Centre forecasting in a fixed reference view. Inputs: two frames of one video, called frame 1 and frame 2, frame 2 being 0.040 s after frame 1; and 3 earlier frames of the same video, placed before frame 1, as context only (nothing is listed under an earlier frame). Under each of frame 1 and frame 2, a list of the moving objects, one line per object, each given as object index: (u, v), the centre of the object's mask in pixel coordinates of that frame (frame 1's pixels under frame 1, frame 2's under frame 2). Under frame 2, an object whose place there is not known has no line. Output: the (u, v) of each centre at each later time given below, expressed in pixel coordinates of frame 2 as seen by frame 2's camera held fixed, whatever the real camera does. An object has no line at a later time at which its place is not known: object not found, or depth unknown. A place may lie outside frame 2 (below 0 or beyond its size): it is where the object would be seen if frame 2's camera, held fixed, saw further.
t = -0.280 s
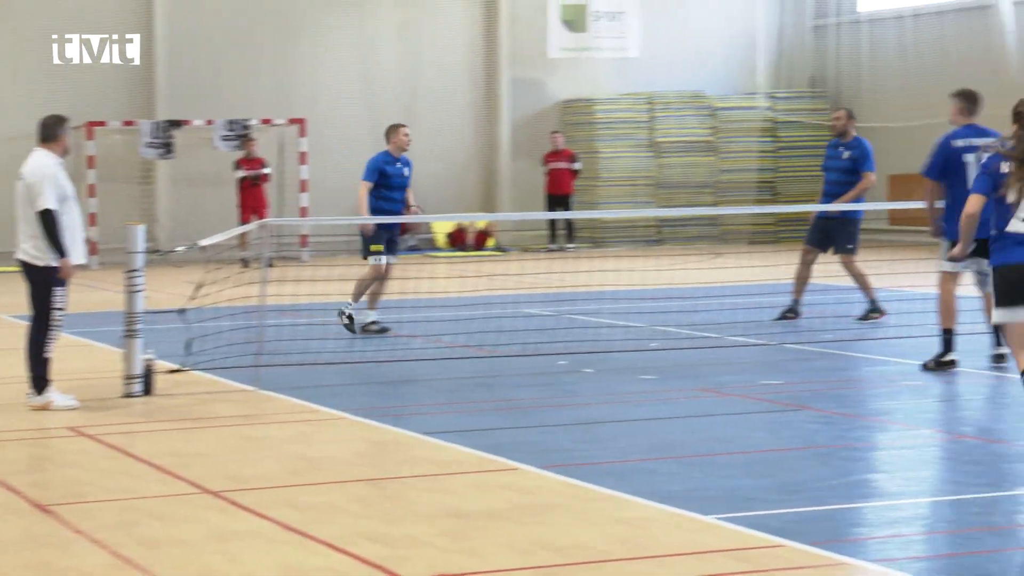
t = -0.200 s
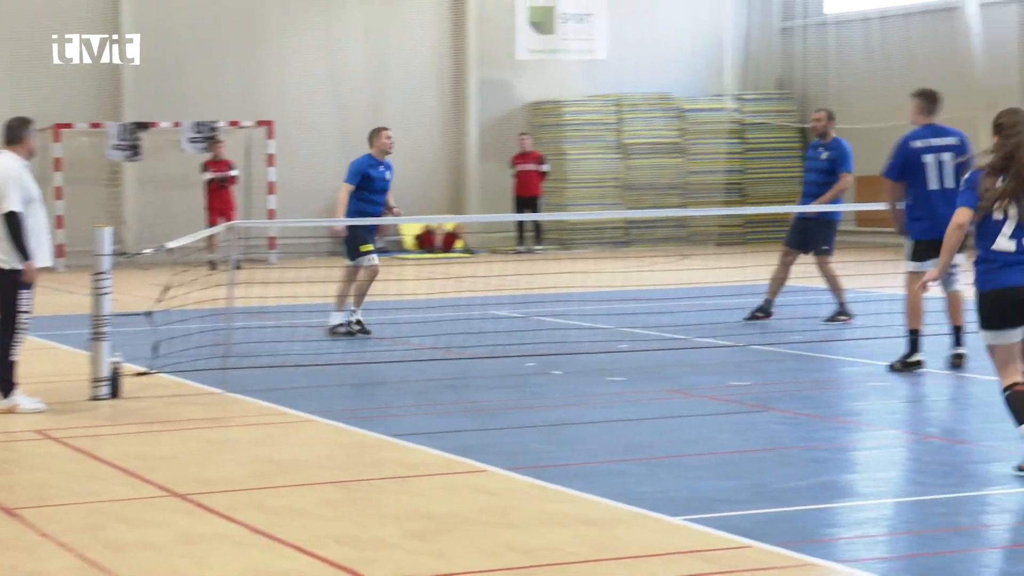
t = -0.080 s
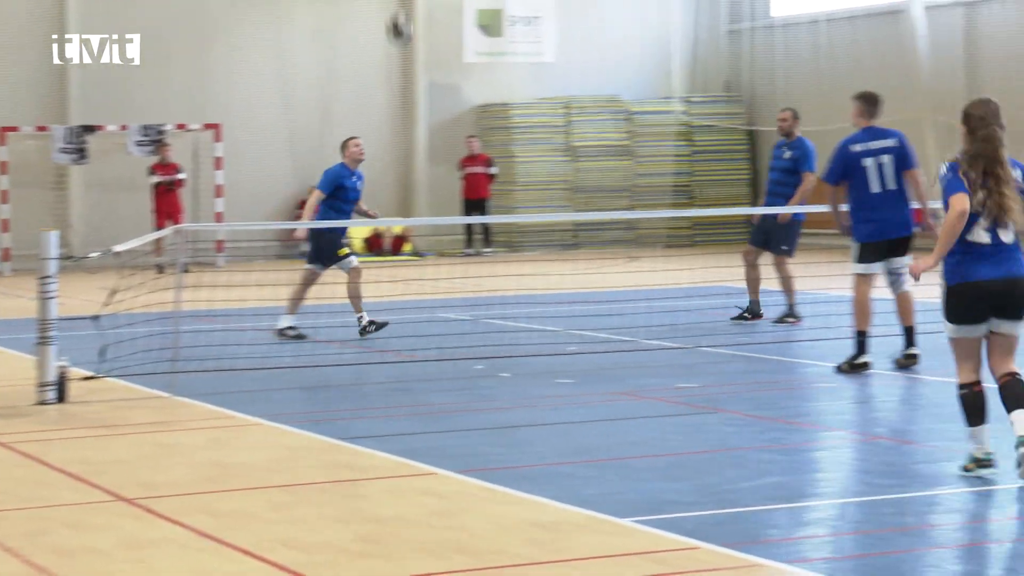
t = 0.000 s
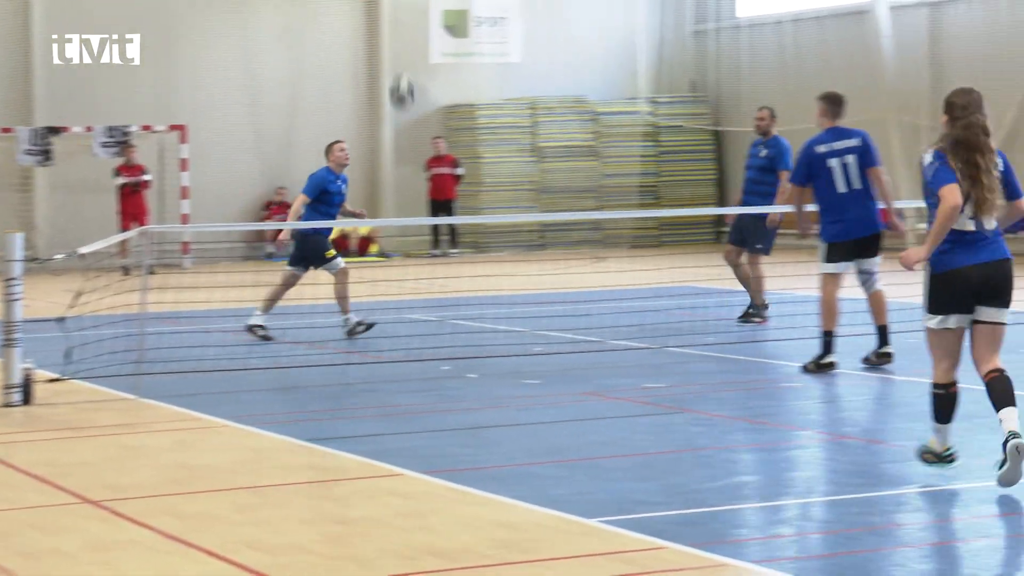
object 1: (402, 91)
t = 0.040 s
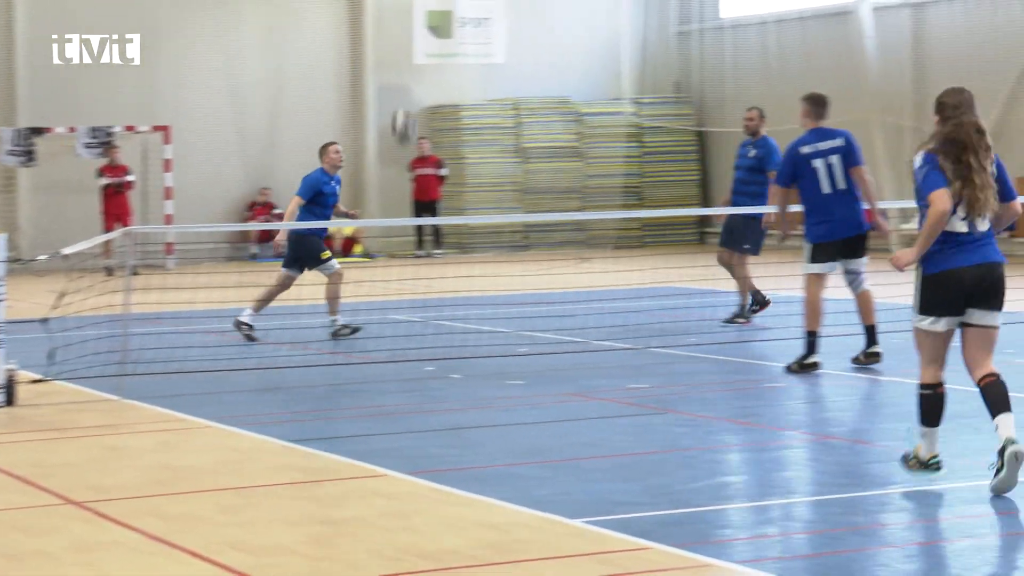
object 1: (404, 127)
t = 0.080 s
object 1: (422, 160)
